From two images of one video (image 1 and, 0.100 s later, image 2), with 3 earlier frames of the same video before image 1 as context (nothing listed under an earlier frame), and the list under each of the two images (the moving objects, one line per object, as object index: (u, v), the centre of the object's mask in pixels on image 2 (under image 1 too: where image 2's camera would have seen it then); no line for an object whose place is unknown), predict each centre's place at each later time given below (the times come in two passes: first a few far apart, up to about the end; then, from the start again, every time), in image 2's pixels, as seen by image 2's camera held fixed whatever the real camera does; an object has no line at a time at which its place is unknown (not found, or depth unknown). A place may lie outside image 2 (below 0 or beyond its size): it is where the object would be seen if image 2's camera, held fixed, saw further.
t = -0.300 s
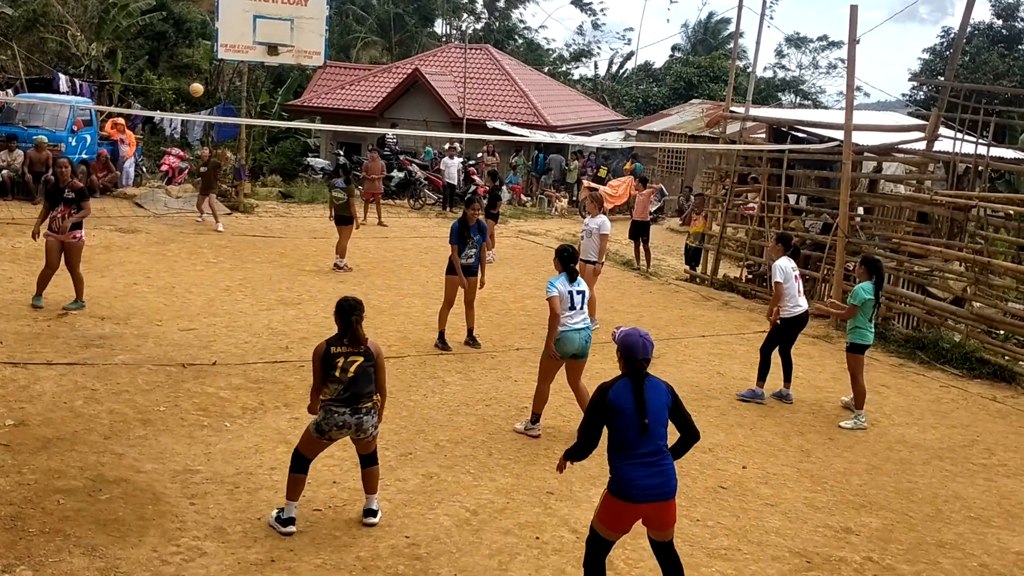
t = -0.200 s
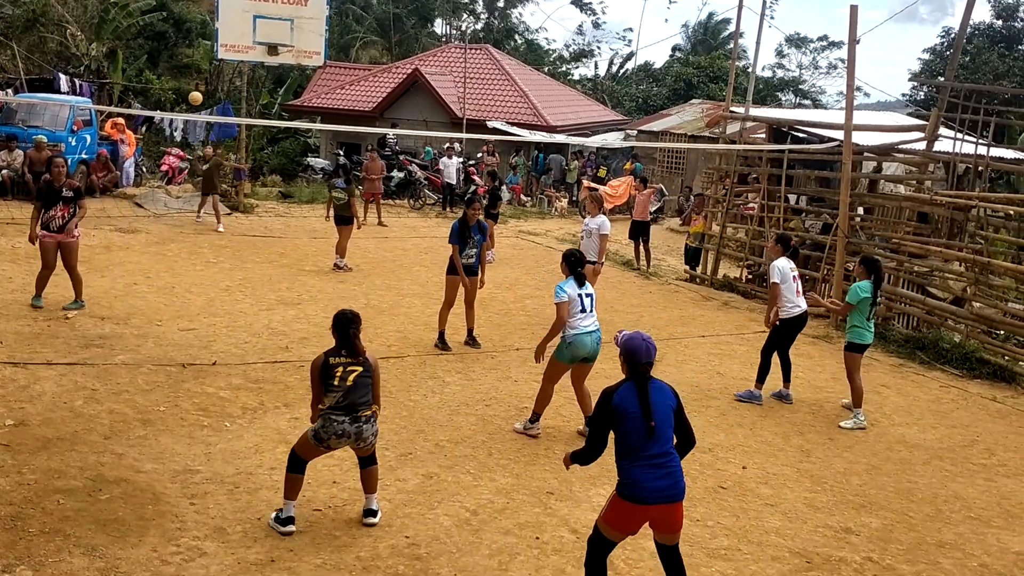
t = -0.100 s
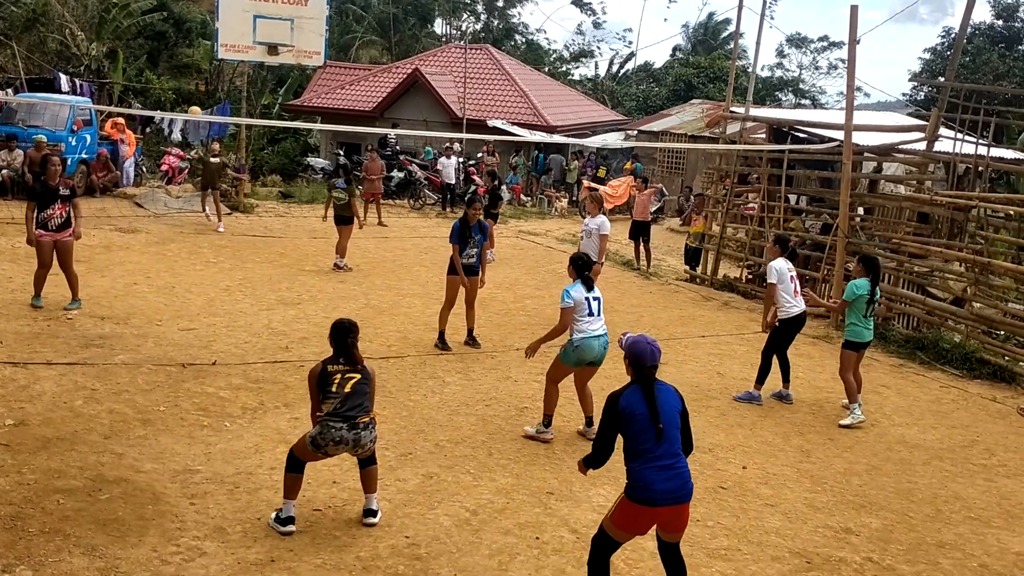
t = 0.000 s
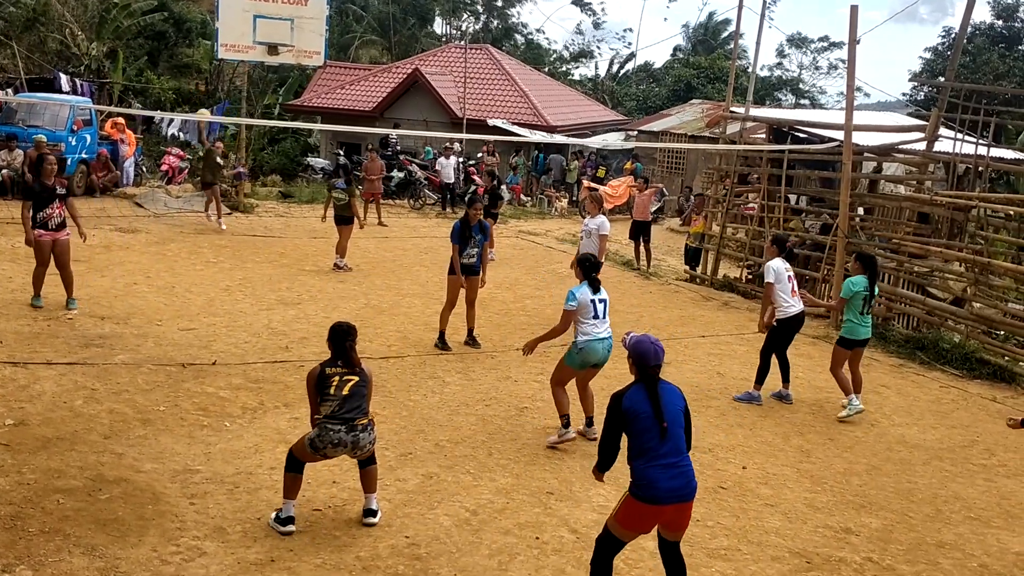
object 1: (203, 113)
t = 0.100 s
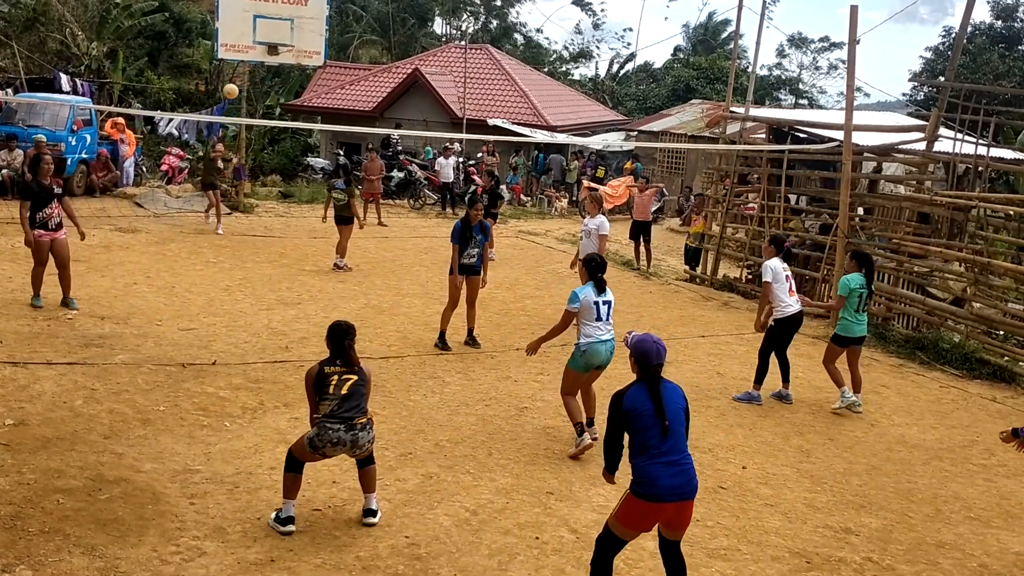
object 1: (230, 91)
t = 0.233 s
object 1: (273, 66)
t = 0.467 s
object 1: (373, 52)
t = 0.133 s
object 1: (240, 85)
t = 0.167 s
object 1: (251, 78)
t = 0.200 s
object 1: (262, 72)
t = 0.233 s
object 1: (273, 66)
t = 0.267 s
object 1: (286, 62)
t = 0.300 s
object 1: (298, 57)
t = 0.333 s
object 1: (312, 54)
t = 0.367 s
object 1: (326, 52)
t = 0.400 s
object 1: (341, 51)
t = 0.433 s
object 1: (357, 51)
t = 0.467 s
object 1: (373, 52)
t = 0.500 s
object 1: (391, 54)
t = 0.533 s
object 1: (410, 57)
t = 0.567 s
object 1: (429, 61)
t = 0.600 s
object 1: (451, 68)
